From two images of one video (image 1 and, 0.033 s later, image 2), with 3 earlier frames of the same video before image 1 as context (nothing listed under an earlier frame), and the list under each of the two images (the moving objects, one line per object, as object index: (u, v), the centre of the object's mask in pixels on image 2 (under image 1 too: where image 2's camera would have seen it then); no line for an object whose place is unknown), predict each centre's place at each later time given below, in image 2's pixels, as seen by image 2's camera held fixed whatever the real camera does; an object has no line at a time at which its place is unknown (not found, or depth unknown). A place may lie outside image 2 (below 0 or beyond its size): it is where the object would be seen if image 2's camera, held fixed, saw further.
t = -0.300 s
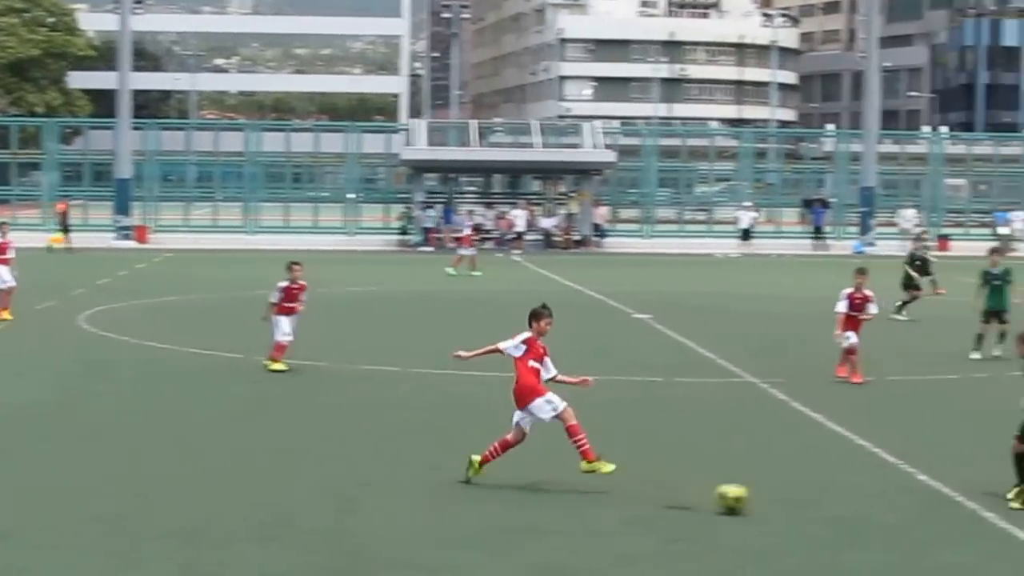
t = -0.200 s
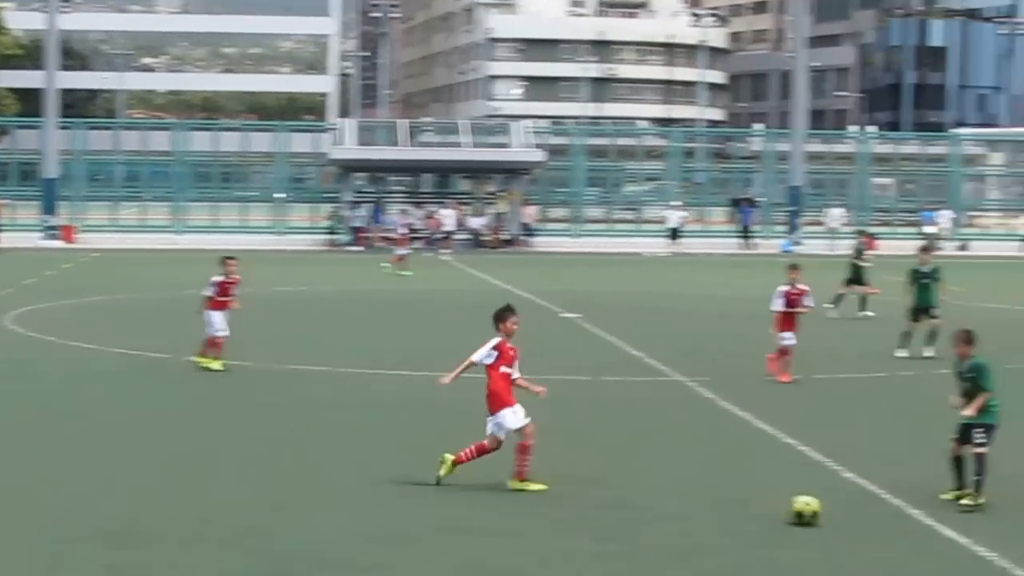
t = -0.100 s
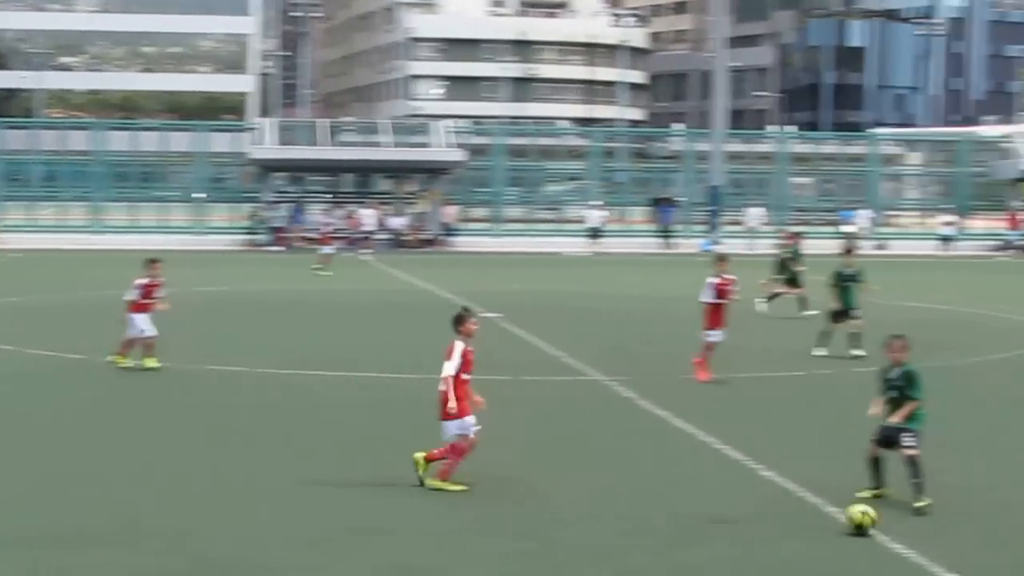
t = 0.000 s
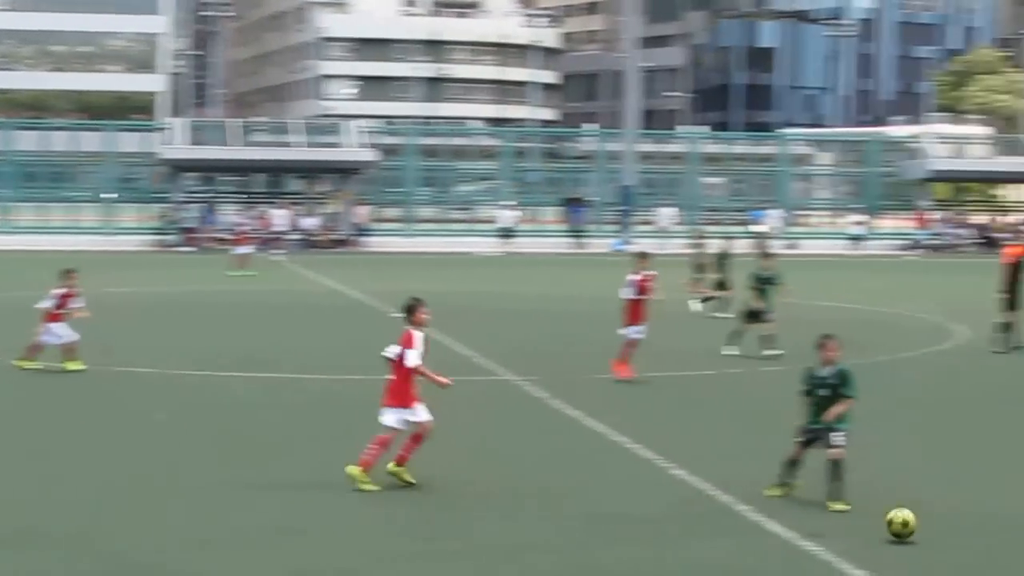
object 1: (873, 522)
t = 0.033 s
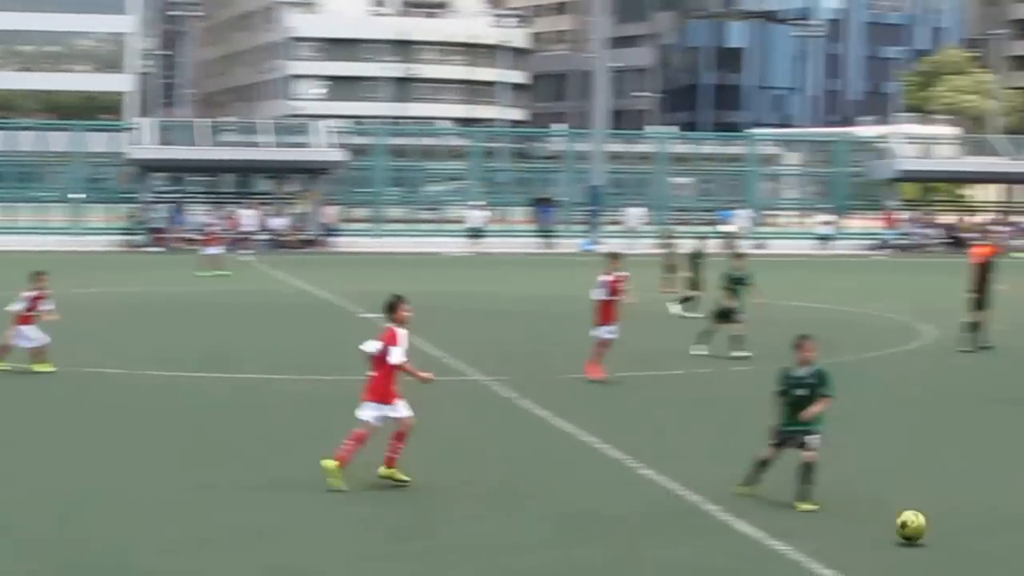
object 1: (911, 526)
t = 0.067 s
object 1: (949, 532)
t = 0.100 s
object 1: (988, 537)
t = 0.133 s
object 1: (1024, 537)
